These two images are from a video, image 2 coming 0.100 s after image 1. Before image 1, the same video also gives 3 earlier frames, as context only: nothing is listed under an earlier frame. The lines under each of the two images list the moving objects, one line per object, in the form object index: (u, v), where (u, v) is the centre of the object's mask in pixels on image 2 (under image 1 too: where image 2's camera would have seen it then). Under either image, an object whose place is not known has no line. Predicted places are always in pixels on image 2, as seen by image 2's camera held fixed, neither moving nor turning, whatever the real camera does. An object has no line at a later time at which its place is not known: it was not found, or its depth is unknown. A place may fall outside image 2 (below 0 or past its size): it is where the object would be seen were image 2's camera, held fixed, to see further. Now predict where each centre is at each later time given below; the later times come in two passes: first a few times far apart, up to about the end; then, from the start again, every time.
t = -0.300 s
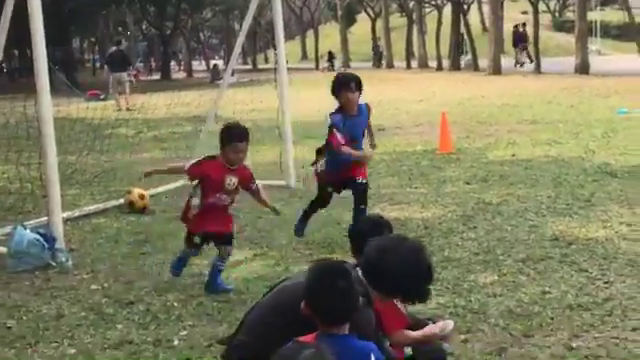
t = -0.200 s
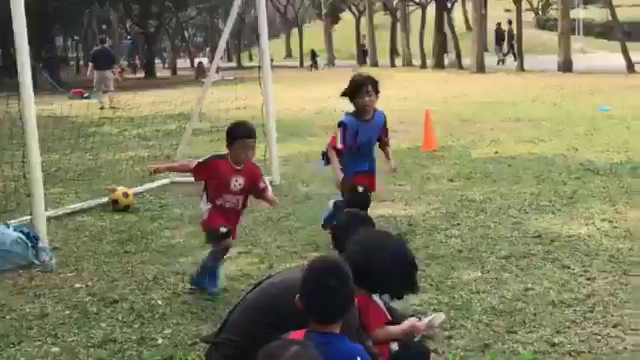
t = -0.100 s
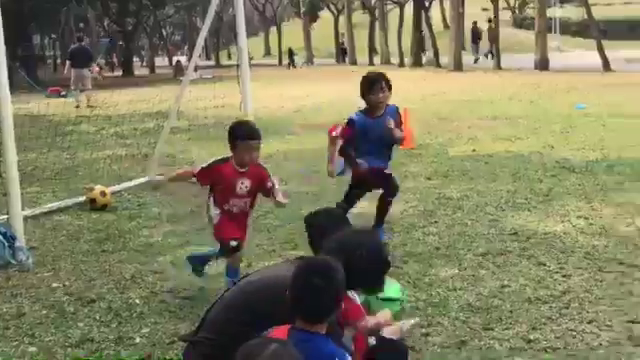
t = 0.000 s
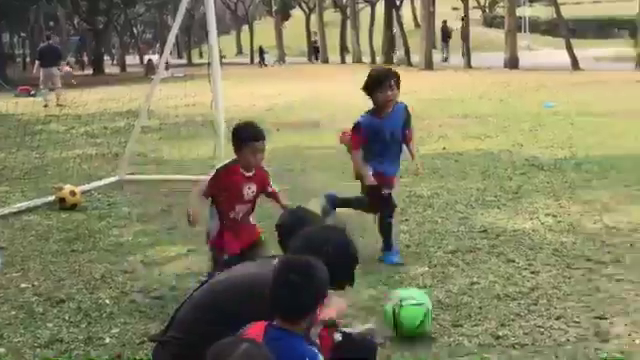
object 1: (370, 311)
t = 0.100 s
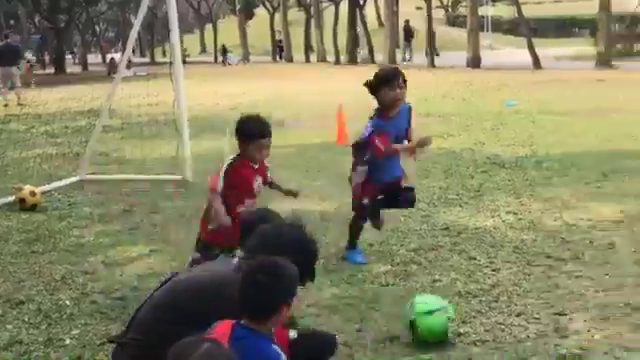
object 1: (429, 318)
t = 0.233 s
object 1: (517, 334)
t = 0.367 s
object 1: (609, 343)
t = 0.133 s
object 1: (450, 323)
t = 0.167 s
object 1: (471, 326)
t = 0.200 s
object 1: (494, 331)
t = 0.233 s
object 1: (517, 334)
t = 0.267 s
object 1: (541, 338)
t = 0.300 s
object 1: (562, 339)
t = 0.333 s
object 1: (584, 340)
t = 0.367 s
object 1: (609, 343)
